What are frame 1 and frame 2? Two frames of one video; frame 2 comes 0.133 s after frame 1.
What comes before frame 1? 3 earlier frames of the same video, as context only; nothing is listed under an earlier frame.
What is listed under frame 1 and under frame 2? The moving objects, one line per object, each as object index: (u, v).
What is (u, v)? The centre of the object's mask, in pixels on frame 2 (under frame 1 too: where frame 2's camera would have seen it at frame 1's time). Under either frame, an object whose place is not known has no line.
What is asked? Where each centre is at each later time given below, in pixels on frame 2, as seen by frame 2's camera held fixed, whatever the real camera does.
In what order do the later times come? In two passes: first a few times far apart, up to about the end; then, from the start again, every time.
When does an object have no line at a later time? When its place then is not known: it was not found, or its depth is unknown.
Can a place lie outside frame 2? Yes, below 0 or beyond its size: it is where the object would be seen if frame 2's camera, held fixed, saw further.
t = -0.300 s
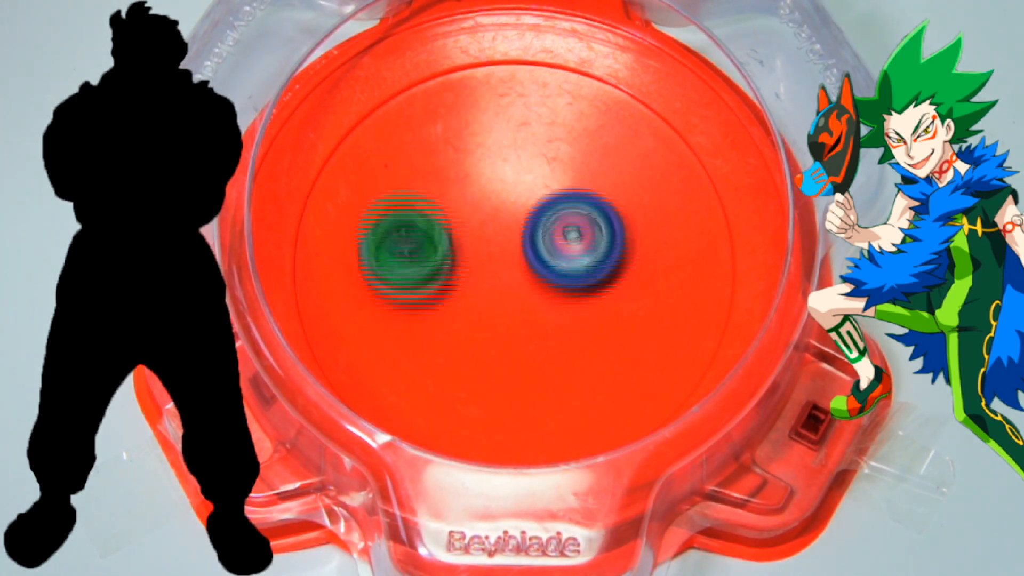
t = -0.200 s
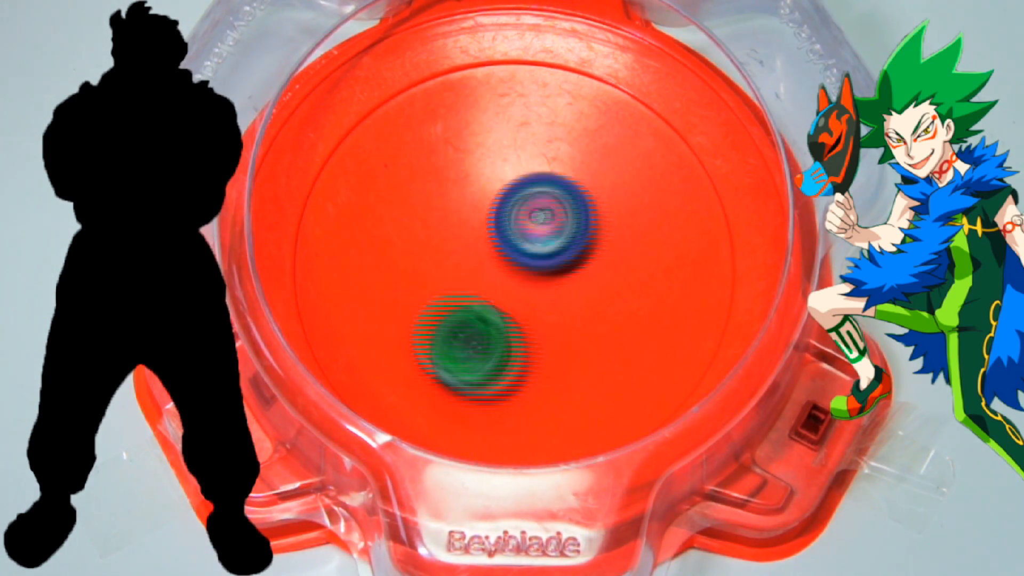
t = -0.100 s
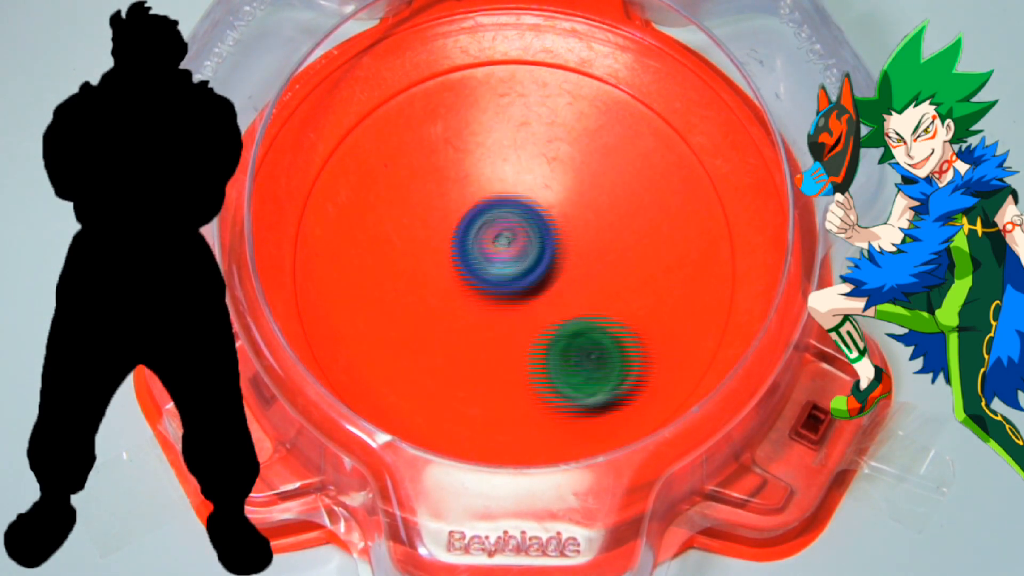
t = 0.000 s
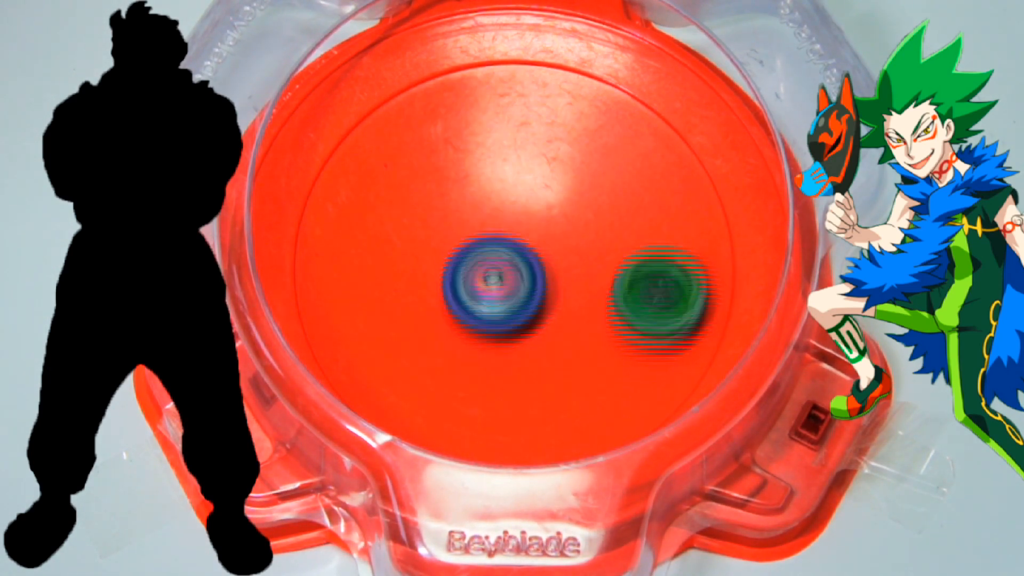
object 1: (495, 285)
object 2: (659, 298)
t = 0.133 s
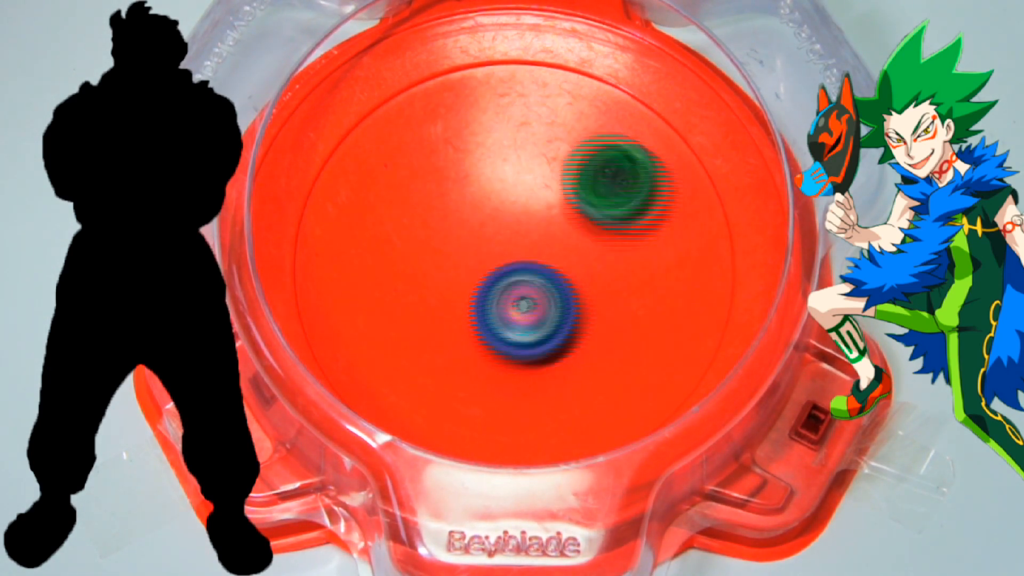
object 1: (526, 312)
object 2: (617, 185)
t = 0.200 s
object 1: (543, 299)
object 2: (544, 158)
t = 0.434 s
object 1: (495, 231)
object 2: (409, 323)
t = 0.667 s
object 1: (479, 279)
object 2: (596, 305)
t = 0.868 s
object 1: (546, 245)
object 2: (528, 144)
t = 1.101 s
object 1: (525, 206)
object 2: (414, 204)
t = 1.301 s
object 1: (510, 226)
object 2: (415, 297)
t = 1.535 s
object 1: (530, 256)
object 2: (484, 357)
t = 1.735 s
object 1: (562, 247)
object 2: (545, 369)
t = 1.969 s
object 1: (556, 224)
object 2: (583, 334)
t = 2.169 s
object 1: (516, 173)
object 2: (589, 343)
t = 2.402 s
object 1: (467, 193)
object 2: (571, 320)
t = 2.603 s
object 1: (444, 224)
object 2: (547, 308)
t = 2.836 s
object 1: (438, 250)
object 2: (553, 295)
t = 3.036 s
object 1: (444, 259)
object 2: (575, 279)
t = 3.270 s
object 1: (461, 259)
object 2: (580, 236)
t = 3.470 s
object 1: (480, 254)
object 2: (569, 201)
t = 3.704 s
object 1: (487, 253)
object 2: (557, 181)
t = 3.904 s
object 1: (479, 277)
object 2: (556, 194)
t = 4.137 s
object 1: (474, 313)
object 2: (570, 218)
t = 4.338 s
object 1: (493, 325)
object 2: (560, 240)
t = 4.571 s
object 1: (437, 351)
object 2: (654, 171)
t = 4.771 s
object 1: (446, 338)
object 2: (652, 178)
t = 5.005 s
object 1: (480, 282)
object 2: (614, 228)
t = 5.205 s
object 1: (451, 214)
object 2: (628, 287)
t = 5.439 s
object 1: (459, 193)
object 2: (571, 305)
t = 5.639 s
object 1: (497, 208)
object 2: (504, 307)
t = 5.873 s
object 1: (540, 223)
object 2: (447, 284)
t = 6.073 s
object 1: (552, 249)
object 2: (430, 241)
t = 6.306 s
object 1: (538, 276)
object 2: (452, 202)
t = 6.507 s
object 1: (514, 289)
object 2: (503, 189)
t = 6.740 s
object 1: (484, 289)
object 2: (558, 197)
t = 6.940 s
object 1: (478, 262)
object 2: (584, 233)
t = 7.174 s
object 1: (496, 232)
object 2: (579, 291)
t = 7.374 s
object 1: (524, 224)
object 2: (546, 330)
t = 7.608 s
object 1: (549, 244)
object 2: (493, 338)
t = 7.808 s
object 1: (548, 269)
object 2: (457, 306)
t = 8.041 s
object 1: (533, 295)
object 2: (436, 251)
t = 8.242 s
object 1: (509, 298)
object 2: (456, 199)
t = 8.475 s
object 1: (488, 277)
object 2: (509, 180)
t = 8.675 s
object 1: (484, 257)
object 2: (568, 194)
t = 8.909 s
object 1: (499, 236)
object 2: (599, 253)
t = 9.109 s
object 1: (513, 218)
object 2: (606, 332)
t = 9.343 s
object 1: (535, 232)
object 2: (545, 373)
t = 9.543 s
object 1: (540, 256)
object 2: (478, 341)
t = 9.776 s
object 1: (611, 272)
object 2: (335, 242)
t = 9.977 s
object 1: (600, 273)
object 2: (365, 173)
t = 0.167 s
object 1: (536, 307)
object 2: (584, 167)
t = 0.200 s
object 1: (543, 299)
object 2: (544, 158)
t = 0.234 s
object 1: (547, 287)
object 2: (502, 162)
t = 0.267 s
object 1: (546, 274)
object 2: (463, 174)
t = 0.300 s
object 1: (540, 260)
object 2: (432, 197)
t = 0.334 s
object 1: (531, 248)
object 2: (410, 226)
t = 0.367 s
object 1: (520, 239)
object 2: (399, 258)
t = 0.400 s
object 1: (508, 233)
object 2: (399, 292)
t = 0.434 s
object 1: (495, 231)
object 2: (409, 323)
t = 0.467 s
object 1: (483, 232)
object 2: (427, 348)
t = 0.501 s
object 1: (472, 236)
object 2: (454, 364)
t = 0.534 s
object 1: (464, 243)
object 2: (485, 372)
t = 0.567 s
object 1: (460, 252)
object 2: (519, 369)
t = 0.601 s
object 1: (462, 262)
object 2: (550, 356)
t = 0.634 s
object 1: (468, 272)
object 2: (577, 334)
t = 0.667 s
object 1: (479, 279)
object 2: (596, 305)
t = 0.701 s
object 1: (493, 283)
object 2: (606, 273)
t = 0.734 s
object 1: (507, 281)
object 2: (606, 239)
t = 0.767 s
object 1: (521, 275)
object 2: (597, 207)
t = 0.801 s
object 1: (532, 267)
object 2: (580, 179)
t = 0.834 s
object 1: (540, 257)
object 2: (556, 157)
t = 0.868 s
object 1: (546, 245)
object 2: (528, 144)
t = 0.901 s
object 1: (548, 232)
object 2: (498, 141)
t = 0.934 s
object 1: (547, 221)
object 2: (468, 146)
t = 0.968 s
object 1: (544, 214)
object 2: (449, 155)
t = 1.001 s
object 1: (540, 210)
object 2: (438, 165)
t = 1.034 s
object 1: (536, 208)
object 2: (428, 176)
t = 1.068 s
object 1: (530, 206)
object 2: (420, 189)
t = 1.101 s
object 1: (525, 206)
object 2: (414, 204)
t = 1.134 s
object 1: (520, 207)
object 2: (410, 219)
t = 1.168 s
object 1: (514, 210)
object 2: (409, 235)
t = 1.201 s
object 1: (509, 214)
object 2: (410, 251)
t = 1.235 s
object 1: (505, 219)
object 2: (413, 266)
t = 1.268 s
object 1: (507, 222)
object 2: (412, 282)
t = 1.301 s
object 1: (510, 226)
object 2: (415, 297)
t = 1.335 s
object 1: (511, 232)
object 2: (421, 309)
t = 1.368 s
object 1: (513, 236)
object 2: (429, 321)
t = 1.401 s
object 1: (516, 241)
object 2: (437, 331)
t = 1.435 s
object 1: (519, 246)
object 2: (448, 340)
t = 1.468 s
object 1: (522, 250)
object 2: (459, 347)
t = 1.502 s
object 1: (526, 253)
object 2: (471, 354)
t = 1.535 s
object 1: (530, 256)
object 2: (484, 357)
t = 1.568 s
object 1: (534, 259)
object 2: (497, 360)
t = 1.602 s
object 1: (538, 261)
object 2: (510, 360)
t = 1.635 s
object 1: (543, 263)
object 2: (522, 360)
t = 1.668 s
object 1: (548, 260)
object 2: (531, 363)
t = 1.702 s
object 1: (556, 253)
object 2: (537, 367)
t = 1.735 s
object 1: (562, 247)
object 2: (545, 369)
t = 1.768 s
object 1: (565, 242)
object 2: (552, 368)
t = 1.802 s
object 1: (566, 237)
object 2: (559, 366)
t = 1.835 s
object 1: (567, 233)
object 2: (566, 363)
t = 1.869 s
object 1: (565, 231)
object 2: (572, 357)
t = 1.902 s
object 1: (563, 228)
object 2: (577, 351)
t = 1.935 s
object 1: (560, 225)
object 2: (580, 343)
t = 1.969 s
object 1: (556, 224)
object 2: (583, 334)
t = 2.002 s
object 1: (553, 223)
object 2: (583, 324)
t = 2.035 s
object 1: (548, 222)
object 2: (583, 313)
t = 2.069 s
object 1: (542, 210)
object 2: (584, 322)
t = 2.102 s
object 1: (533, 192)
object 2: (586, 333)
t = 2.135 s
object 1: (525, 180)
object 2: (588, 341)
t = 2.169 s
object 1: (516, 173)
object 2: (589, 343)
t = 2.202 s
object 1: (508, 169)
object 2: (590, 343)
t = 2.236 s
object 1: (499, 168)
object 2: (589, 342)
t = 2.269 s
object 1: (492, 171)
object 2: (587, 339)
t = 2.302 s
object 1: (485, 176)
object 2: (585, 335)
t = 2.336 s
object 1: (478, 181)
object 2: (581, 330)
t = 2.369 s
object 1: (472, 186)
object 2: (576, 325)
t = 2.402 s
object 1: (467, 193)
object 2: (571, 320)
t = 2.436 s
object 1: (463, 201)
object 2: (564, 313)
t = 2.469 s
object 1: (460, 210)
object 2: (557, 307)
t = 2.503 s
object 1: (458, 218)
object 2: (549, 300)
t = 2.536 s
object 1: (457, 227)
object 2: (541, 294)
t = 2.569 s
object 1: (452, 228)
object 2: (542, 298)
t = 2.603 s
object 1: (444, 224)
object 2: (547, 308)
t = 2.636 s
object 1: (438, 224)
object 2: (552, 314)
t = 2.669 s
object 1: (435, 227)
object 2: (556, 315)
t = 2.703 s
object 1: (434, 231)
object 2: (558, 314)
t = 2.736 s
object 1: (433, 236)
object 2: (558, 310)
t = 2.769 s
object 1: (433, 240)
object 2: (558, 305)
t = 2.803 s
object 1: (435, 245)
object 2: (555, 300)
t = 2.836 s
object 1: (438, 250)
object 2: (553, 295)
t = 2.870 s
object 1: (443, 254)
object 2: (549, 290)
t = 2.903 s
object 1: (448, 258)
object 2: (547, 286)
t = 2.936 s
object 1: (443, 256)
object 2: (558, 287)
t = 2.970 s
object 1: (441, 256)
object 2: (567, 287)
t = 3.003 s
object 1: (442, 257)
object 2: (572, 284)
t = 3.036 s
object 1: (444, 259)
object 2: (575, 279)
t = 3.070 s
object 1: (446, 260)
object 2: (576, 273)
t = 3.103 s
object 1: (450, 261)
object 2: (575, 266)
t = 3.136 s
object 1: (455, 262)
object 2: (572, 260)
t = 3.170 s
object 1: (460, 262)
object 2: (568, 254)
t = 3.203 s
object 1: (464, 262)
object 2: (566, 247)
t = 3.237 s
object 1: (461, 260)
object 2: (575, 242)
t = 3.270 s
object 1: (461, 259)
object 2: (580, 236)
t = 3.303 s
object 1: (463, 258)
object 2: (582, 229)
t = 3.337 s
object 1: (466, 257)
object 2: (582, 222)
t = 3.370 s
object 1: (469, 257)
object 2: (581, 216)
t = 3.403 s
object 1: (473, 256)
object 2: (577, 211)
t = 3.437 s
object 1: (478, 255)
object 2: (571, 206)
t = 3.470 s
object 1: (480, 254)
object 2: (569, 201)
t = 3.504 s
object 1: (478, 255)
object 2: (573, 194)
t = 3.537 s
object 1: (478, 254)
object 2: (574, 189)
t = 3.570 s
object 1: (480, 254)
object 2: (572, 184)
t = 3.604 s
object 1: (482, 253)
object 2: (569, 181)
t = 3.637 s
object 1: (484, 253)
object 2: (565, 180)
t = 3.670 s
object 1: (487, 252)
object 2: (560, 181)
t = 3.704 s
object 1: (487, 253)
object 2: (557, 181)
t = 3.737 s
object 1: (486, 255)
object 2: (556, 181)
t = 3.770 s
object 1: (487, 257)
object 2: (554, 182)
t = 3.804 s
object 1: (484, 261)
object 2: (556, 183)
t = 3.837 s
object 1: (482, 267)
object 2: (558, 185)
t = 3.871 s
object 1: (480, 272)
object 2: (558, 189)
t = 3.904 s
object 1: (479, 277)
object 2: (556, 194)
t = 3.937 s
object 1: (479, 281)
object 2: (554, 200)
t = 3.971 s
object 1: (481, 285)
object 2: (552, 208)
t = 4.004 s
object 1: (482, 289)
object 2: (550, 216)
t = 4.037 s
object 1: (476, 298)
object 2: (558, 217)
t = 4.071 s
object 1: (473, 304)
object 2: (564, 217)
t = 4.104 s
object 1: (473, 309)
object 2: (568, 217)
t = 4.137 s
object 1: (474, 313)
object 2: (570, 218)
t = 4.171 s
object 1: (475, 317)
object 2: (570, 220)
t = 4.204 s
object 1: (477, 320)
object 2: (569, 222)
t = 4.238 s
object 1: (480, 323)
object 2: (567, 226)
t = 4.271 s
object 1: (484, 325)
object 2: (566, 230)
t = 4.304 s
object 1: (488, 325)
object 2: (563, 235)
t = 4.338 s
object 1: (493, 325)
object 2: (560, 240)
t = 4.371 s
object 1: (498, 323)
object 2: (558, 244)
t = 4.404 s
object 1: (486, 330)
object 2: (574, 237)
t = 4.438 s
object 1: (466, 340)
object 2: (603, 218)
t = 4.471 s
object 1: (452, 347)
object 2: (625, 201)
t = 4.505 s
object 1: (443, 349)
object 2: (641, 187)
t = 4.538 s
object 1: (439, 351)
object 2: (650, 177)
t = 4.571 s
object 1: (437, 351)
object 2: (654, 171)
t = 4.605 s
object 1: (437, 351)
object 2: (656, 168)
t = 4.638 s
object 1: (438, 350)
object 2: (657, 167)
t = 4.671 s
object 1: (439, 349)
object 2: (657, 168)
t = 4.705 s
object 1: (440, 347)
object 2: (656, 170)
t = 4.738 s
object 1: (443, 343)
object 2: (654, 173)
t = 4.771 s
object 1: (446, 338)
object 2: (652, 178)
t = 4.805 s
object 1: (450, 333)
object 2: (649, 182)
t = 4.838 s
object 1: (454, 326)
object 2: (646, 188)
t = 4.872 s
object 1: (459, 318)
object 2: (641, 195)
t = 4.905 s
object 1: (464, 310)
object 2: (635, 203)
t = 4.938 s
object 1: (469, 300)
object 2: (629, 210)
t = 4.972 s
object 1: (475, 291)
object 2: (622, 219)
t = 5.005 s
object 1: (480, 282)
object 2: (614, 228)
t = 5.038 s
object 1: (486, 271)
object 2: (605, 237)
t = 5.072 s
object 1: (491, 262)
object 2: (596, 246)
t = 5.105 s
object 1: (488, 250)
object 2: (598, 257)
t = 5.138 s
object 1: (471, 236)
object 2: (613, 269)
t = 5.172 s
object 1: (458, 224)
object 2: (623, 280)
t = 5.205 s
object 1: (451, 214)
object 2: (628, 287)
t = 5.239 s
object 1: (447, 205)
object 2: (628, 291)
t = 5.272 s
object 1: (445, 198)
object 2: (623, 294)
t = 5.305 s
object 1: (445, 194)
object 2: (616, 297)
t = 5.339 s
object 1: (446, 193)
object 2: (607, 300)
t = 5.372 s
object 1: (449, 192)
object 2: (596, 303)
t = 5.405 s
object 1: (454, 193)
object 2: (584, 304)
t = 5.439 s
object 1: (459, 193)
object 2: (571, 305)
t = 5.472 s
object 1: (464, 193)
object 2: (559, 306)
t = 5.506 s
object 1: (470, 196)
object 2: (547, 307)
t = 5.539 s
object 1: (476, 199)
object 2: (536, 308)
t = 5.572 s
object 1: (483, 202)
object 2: (525, 309)
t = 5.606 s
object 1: (491, 205)
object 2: (514, 308)
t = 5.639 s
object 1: (497, 208)
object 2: (504, 307)
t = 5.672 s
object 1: (504, 210)
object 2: (494, 307)
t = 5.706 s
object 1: (512, 211)
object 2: (484, 309)
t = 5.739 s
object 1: (519, 211)
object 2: (475, 308)
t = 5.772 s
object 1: (525, 212)
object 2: (467, 304)
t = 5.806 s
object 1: (531, 214)
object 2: (460, 298)
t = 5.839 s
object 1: (535, 218)
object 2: (453, 291)
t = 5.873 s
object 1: (540, 223)
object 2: (447, 284)
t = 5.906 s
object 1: (544, 227)
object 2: (441, 277)
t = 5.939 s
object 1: (547, 230)
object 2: (437, 270)
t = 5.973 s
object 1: (548, 235)
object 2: (434, 263)
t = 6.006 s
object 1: (550, 241)
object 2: (431, 256)
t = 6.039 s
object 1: (551, 245)
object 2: (430, 248)
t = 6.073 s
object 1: (552, 249)
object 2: (430, 241)
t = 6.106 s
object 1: (551, 252)
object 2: (430, 233)
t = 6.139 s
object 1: (550, 257)
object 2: (431, 226)
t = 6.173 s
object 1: (548, 261)
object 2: (433, 219)
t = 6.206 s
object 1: (547, 265)
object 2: (436, 214)
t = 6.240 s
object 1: (544, 268)
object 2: (441, 209)
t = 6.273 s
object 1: (541, 272)
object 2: (446, 205)
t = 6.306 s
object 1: (538, 276)
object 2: (452, 202)
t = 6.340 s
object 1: (535, 279)
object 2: (460, 199)
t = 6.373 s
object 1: (531, 281)
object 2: (468, 196)
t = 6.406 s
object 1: (526, 283)
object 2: (477, 195)
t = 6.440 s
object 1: (522, 285)
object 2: (485, 194)
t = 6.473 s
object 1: (518, 286)
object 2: (494, 193)
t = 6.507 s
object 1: (514, 289)
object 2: (503, 189)
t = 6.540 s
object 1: (508, 293)
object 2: (511, 187)
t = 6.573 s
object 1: (503, 296)
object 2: (519, 186)
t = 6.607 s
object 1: (499, 296)
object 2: (528, 187)
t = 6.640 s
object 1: (494, 295)
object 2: (537, 188)
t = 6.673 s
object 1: (490, 294)
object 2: (545, 190)
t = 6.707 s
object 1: (486, 292)
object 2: (552, 193)
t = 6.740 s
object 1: (484, 289)
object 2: (558, 197)
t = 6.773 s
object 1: (481, 285)
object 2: (564, 201)
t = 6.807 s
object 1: (479, 281)
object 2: (569, 206)
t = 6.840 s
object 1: (478, 277)
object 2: (574, 212)
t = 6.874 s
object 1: (478, 272)
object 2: (579, 219)
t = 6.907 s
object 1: (477, 267)
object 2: (582, 225)
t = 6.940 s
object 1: (478, 262)
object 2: (584, 233)
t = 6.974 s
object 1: (481, 257)
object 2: (586, 240)
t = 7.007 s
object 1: (483, 252)
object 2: (586, 248)
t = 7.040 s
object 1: (485, 247)
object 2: (586, 257)
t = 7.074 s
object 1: (488, 244)
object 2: (585, 265)
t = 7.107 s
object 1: (491, 239)
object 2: (583, 274)
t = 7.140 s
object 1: (493, 235)
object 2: (582, 283)
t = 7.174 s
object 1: (496, 232)
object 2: (579, 291)
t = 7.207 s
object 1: (501, 229)
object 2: (574, 299)
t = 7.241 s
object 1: (505, 226)
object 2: (569, 307)
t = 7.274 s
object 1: (509, 225)
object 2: (565, 314)
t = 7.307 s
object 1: (515, 224)
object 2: (559, 320)
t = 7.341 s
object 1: (520, 223)
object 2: (552, 325)
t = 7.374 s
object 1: (524, 224)
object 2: (546, 330)
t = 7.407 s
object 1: (529, 227)
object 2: (538, 334)
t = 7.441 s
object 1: (534, 228)
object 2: (530, 337)
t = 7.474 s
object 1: (538, 230)
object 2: (523, 340)
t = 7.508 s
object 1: (541, 234)
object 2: (516, 341)
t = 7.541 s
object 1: (545, 237)
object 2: (508, 341)
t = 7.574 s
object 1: (547, 239)
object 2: (500, 340)
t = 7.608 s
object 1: (549, 244)
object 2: (493, 338)
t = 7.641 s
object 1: (551, 249)
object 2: (485, 335)
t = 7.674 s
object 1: (552, 252)
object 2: (479, 331)
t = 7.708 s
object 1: (551, 256)
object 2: (473, 326)
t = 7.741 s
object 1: (551, 262)
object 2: (467, 320)
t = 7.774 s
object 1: (550, 265)
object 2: (462, 312)
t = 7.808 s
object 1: (548, 269)
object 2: (457, 306)
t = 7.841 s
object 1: (549, 274)
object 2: (450, 298)
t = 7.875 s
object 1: (549, 278)
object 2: (444, 290)
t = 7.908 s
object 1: (547, 283)
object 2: (439, 283)
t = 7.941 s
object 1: (545, 288)
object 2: (437, 275)
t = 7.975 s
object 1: (542, 290)
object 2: (435, 267)
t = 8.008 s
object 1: (537, 293)
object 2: (435, 259)
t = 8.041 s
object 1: (533, 295)
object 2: (436, 251)
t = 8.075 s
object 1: (529, 295)
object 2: (438, 243)
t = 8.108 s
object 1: (523, 295)
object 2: (441, 234)
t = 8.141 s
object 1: (519, 295)
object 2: (444, 227)
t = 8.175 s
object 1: (514, 293)
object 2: (448, 220)
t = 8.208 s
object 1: (510, 295)
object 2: (452, 211)
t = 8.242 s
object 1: (509, 298)
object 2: (456, 199)
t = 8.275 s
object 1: (506, 299)
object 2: (460, 192)
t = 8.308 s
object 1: (502, 298)
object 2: (466, 187)
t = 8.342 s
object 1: (499, 295)
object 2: (474, 184)
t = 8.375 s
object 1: (495, 291)
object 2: (483, 182)
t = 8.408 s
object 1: (492, 288)
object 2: (492, 181)
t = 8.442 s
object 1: (490, 282)
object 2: (500, 179)
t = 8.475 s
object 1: (488, 277)
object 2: (509, 180)
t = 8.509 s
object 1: (488, 273)
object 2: (519, 181)
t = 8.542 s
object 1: (487, 269)
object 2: (530, 181)
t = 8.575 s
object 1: (486, 266)
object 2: (538, 183)
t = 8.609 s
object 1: (485, 263)
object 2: (549, 185)
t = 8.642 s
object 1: (483, 260)
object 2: (559, 189)
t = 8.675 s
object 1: (484, 257)
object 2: (568, 194)
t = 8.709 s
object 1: (485, 253)
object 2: (573, 200)
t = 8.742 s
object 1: (488, 250)
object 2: (579, 207)
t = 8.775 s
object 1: (489, 245)
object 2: (584, 215)
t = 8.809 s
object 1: (489, 243)
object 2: (591, 224)
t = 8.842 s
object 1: (492, 240)
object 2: (595, 233)
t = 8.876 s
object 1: (494, 237)
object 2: (598, 242)
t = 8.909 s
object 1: (499, 236)
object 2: (599, 253)
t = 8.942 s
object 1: (503, 233)
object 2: (600, 263)
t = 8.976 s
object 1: (504, 229)
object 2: (604, 279)
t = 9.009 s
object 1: (504, 223)
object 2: (610, 296)
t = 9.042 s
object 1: (506, 219)
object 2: (612, 310)
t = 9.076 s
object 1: (510, 218)
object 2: (610, 322)
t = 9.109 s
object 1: (513, 218)
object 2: (606, 332)
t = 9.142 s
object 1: (516, 218)
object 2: (600, 343)
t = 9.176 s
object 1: (520, 219)
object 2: (594, 351)
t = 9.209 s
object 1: (524, 221)
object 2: (586, 358)
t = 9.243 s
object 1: (527, 223)
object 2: (576, 365)
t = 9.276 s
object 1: (530, 226)
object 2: (567, 369)
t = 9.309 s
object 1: (533, 229)
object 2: (557, 372)
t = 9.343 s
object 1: (535, 232)
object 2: (545, 373)
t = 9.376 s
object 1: (538, 236)
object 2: (534, 371)
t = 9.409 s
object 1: (539, 240)
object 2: (522, 368)
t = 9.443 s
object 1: (540, 244)
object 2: (510, 364)
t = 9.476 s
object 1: (541, 248)
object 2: (499, 358)
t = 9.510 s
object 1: (541, 253)
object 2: (489, 350)
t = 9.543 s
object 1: (540, 256)
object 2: (478, 341)
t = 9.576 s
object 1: (539, 261)
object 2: (470, 331)
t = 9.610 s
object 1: (545, 265)
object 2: (453, 321)
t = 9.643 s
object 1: (570, 267)
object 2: (416, 307)
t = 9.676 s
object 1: (590, 267)
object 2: (385, 293)
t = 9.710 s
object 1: (601, 270)
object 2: (361, 276)
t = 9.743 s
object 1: (608, 270)
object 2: (345, 258)
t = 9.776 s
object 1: (611, 272)
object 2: (335, 242)
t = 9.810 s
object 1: (611, 273)
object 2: (332, 228)
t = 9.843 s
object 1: (610, 272)
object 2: (332, 214)
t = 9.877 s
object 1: (609, 273)
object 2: (336, 202)
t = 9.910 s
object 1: (606, 273)
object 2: (343, 190)
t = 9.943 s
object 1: (604, 273)
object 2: (353, 182)
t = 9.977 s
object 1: (600, 273)
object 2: (365, 173)
